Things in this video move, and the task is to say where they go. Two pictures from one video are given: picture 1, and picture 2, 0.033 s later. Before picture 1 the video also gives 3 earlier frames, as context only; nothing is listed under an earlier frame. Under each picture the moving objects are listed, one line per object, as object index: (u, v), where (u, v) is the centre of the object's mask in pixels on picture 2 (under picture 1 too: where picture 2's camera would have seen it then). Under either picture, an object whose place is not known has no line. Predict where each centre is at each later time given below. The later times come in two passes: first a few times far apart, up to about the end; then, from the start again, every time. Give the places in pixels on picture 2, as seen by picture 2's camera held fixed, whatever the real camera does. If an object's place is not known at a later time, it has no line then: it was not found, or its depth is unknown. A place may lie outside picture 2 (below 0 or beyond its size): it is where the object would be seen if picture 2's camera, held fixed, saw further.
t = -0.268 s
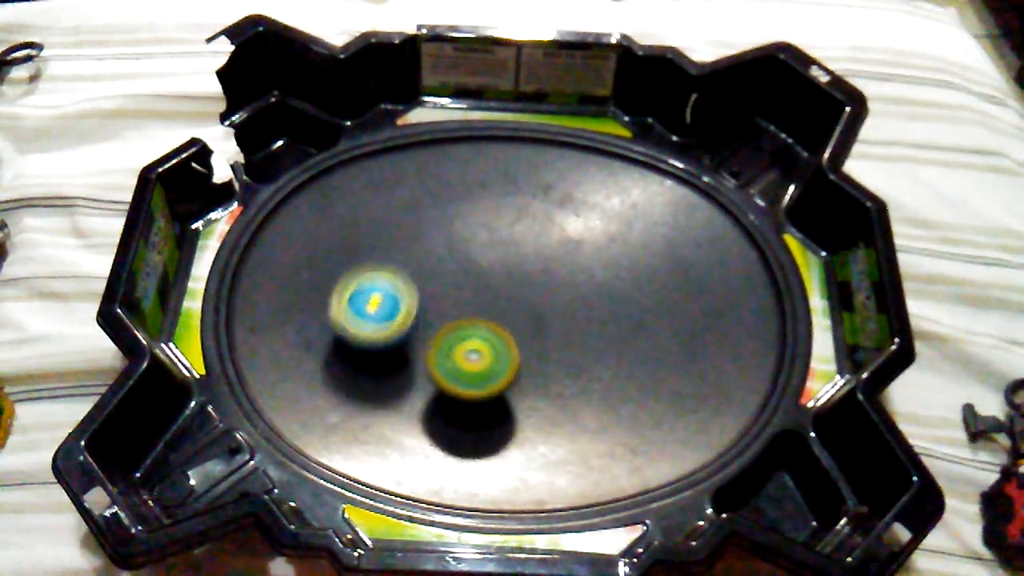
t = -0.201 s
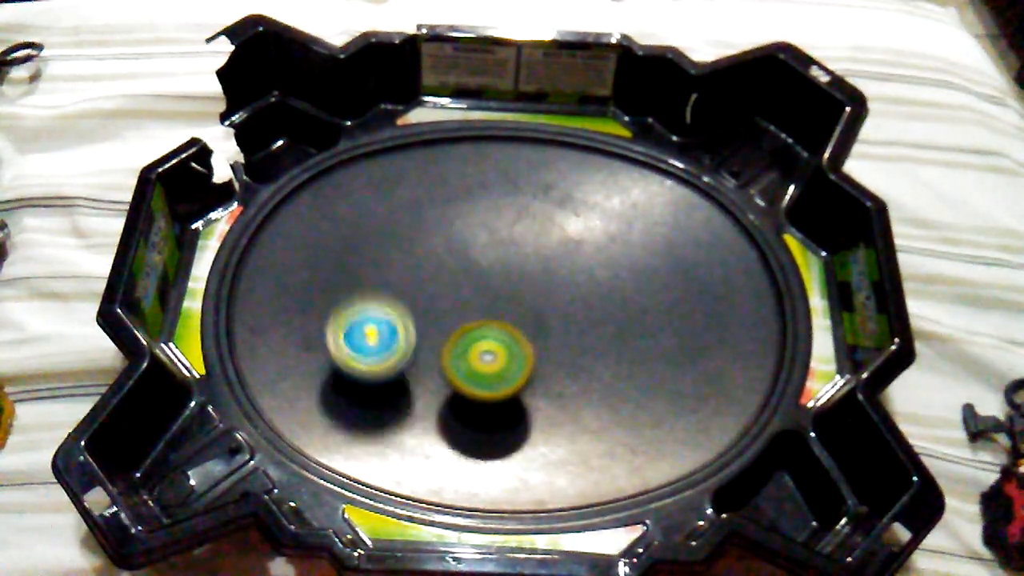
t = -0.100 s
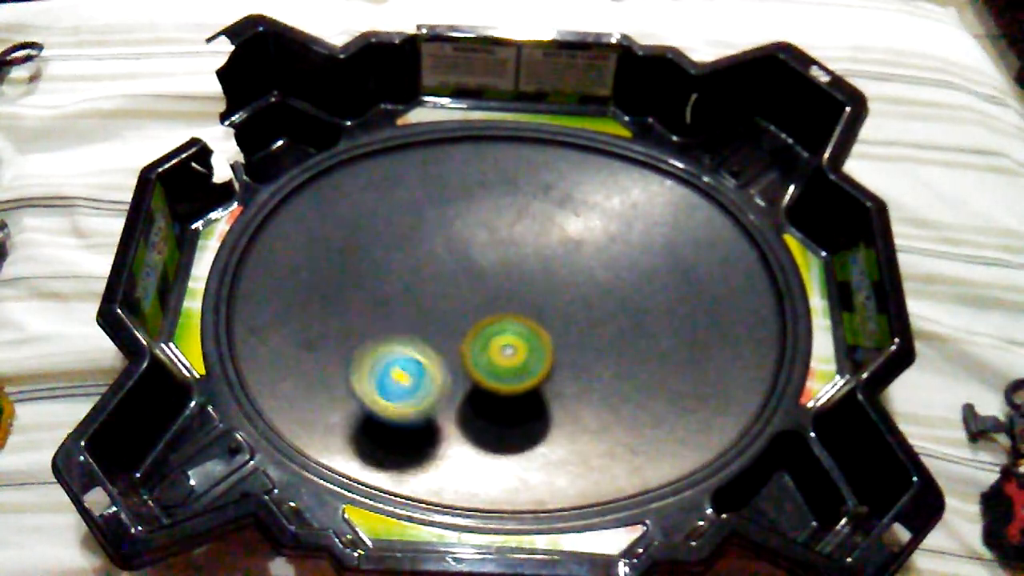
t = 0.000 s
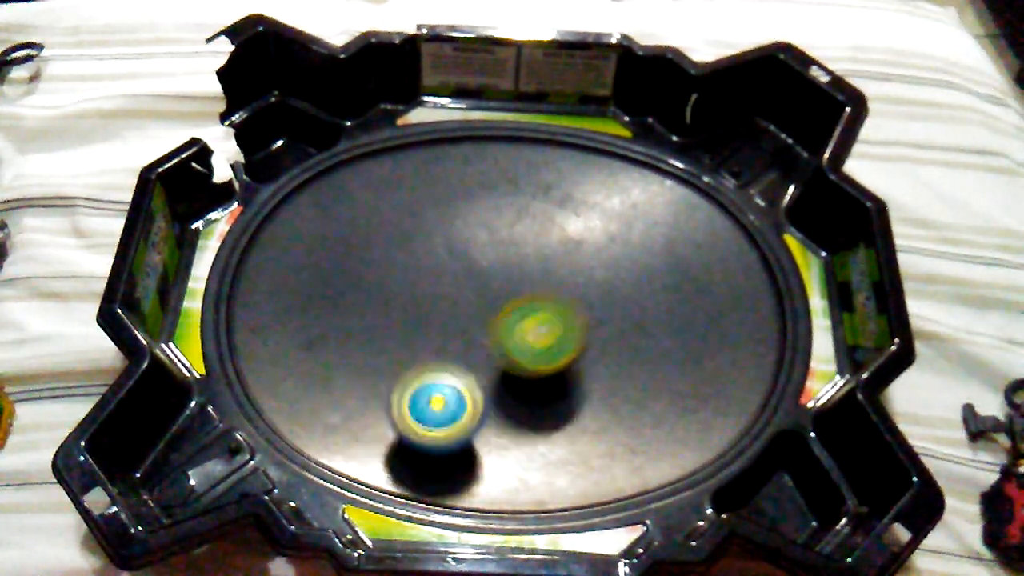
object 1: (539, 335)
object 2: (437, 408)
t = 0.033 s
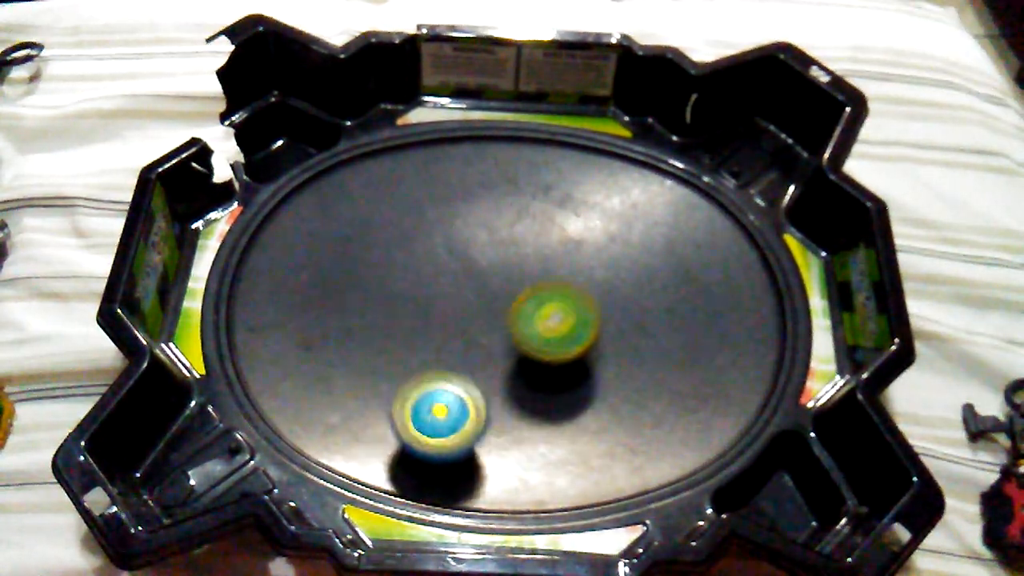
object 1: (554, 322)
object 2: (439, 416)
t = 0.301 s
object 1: (570, 255)
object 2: (541, 383)
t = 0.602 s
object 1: (525, 222)
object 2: (474, 302)
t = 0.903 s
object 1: (492, 270)
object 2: (364, 338)
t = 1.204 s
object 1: (553, 293)
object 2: (432, 408)
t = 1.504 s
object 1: (610, 252)
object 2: (502, 340)
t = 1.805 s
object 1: (588, 278)
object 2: (432, 249)
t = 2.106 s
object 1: (541, 339)
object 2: (370, 309)
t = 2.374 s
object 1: (554, 401)
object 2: (418, 308)
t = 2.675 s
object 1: (577, 385)
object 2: (403, 277)
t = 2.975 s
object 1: (551, 333)
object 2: (423, 278)
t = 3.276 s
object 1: (552, 299)
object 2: (358, 279)
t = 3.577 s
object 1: (544, 298)
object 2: (450, 322)
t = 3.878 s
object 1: (634, 283)
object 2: (385, 346)
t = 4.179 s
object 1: (625, 299)
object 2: (451, 337)
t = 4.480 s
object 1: (536, 333)
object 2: (473, 260)
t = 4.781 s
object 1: (443, 339)
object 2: (445, 259)
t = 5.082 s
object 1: (379, 344)
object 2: (480, 261)
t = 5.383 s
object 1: (390, 312)
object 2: (557, 299)
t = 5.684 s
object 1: (457, 289)
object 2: (590, 306)
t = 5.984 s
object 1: (479, 276)
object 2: (578, 341)
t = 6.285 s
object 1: (483, 286)
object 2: (538, 359)
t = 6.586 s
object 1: (469, 290)
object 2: (515, 374)
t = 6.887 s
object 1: (431, 269)
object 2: (484, 354)
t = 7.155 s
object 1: (419, 266)
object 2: (476, 341)
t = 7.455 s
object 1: (447, 287)
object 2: (516, 352)
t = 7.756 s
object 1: (451, 283)
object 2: (600, 353)
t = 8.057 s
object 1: (466, 304)
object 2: (575, 301)
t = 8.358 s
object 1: (413, 316)
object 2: (520, 285)
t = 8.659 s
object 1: (362, 304)
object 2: (500, 311)
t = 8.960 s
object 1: (383, 288)
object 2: (517, 355)
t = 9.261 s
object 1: (424, 332)
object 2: (542, 339)
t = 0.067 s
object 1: (565, 311)
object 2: (445, 422)
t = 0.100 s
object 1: (573, 301)
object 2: (456, 425)
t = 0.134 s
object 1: (577, 292)
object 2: (469, 426)
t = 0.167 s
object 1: (578, 282)
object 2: (484, 425)
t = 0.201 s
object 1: (578, 274)
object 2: (501, 419)
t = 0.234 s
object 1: (576, 267)
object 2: (516, 411)
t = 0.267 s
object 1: (573, 260)
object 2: (531, 398)
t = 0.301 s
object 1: (570, 255)
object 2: (541, 383)
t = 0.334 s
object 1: (565, 251)
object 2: (547, 365)
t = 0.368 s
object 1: (561, 249)
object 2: (549, 348)
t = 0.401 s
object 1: (557, 247)
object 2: (547, 331)
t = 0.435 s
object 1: (554, 237)
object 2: (541, 323)
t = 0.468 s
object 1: (549, 229)
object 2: (532, 318)
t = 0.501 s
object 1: (544, 224)
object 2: (520, 313)
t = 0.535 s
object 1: (538, 222)
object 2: (507, 309)
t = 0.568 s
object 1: (531, 222)
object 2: (490, 305)
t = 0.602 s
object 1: (525, 222)
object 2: (474, 302)
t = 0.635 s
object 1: (519, 224)
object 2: (456, 299)
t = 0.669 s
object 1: (513, 227)
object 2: (440, 298)
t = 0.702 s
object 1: (509, 231)
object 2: (425, 298)
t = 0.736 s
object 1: (505, 235)
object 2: (408, 301)
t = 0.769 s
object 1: (502, 241)
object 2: (396, 305)
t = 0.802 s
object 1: (498, 248)
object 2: (382, 311)
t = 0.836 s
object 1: (495, 255)
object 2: (374, 319)
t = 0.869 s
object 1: (494, 262)
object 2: (367, 329)
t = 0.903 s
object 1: (492, 270)
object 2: (364, 338)
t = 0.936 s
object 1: (491, 277)
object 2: (365, 350)
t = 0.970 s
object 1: (492, 284)
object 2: (370, 360)
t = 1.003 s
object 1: (492, 291)
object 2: (381, 370)
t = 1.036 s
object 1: (494, 298)
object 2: (394, 377)
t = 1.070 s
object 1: (495, 305)
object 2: (412, 381)
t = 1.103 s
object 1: (496, 312)
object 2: (431, 382)
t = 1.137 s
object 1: (507, 311)
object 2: (438, 387)
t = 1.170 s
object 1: (532, 300)
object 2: (433, 400)
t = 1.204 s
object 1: (553, 293)
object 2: (432, 408)
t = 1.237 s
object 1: (566, 285)
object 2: (435, 413)
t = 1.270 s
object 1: (577, 279)
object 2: (443, 413)
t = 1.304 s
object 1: (586, 273)
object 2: (454, 412)
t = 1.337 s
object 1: (593, 268)
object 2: (467, 406)
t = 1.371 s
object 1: (598, 263)
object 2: (479, 397)
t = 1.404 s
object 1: (603, 259)
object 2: (488, 385)
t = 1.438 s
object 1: (606, 256)
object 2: (496, 371)
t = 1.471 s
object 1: (609, 254)
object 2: (500, 356)
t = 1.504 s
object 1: (610, 252)
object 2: (502, 340)
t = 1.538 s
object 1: (610, 252)
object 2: (502, 325)
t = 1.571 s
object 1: (609, 252)
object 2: (499, 313)
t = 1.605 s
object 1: (608, 253)
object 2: (493, 299)
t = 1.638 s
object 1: (606, 255)
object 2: (486, 287)
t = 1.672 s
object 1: (603, 258)
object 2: (478, 275)
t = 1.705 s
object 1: (600, 262)
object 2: (468, 266)
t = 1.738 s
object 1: (597, 267)
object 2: (456, 258)
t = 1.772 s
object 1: (593, 272)
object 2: (445, 252)
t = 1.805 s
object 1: (588, 278)
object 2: (432, 249)
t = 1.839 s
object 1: (584, 284)
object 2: (420, 247)
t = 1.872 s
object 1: (579, 291)
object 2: (407, 247)
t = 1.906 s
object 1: (574, 298)
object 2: (395, 250)
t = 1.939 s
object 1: (569, 305)
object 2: (385, 255)
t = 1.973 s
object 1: (563, 312)
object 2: (374, 263)
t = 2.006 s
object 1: (558, 319)
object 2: (367, 273)
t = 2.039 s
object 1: (553, 326)
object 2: (364, 284)
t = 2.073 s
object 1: (547, 333)
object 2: (365, 297)
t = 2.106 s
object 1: (541, 339)
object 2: (370, 309)
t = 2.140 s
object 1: (534, 346)
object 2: (380, 320)
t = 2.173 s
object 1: (528, 353)
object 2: (393, 329)
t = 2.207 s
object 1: (521, 359)
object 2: (410, 336)
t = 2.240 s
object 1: (520, 367)
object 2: (421, 338)
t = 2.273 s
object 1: (533, 380)
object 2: (421, 330)
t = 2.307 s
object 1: (541, 389)
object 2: (419, 322)
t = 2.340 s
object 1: (548, 396)
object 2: (418, 316)
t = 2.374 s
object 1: (554, 401)
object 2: (418, 308)
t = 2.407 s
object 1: (561, 406)
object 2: (417, 303)
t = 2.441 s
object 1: (567, 409)
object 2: (415, 297)
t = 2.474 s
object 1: (573, 410)
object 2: (413, 292)
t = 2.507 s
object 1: (578, 409)
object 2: (411, 288)
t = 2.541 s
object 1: (581, 407)
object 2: (409, 284)
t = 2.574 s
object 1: (583, 403)
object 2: (407, 280)
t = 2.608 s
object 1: (583, 398)
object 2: (405, 278)
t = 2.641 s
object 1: (581, 392)
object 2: (404, 277)
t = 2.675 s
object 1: (577, 385)
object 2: (403, 277)
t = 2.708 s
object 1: (573, 378)
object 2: (403, 279)
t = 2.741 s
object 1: (568, 370)
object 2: (406, 283)
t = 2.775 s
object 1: (561, 362)
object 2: (411, 286)
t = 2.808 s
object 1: (554, 354)
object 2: (418, 291)
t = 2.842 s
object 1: (547, 346)
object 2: (426, 296)
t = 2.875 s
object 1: (539, 338)
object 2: (436, 298)
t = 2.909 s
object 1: (533, 331)
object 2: (444, 298)
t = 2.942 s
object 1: (543, 333)
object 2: (435, 288)
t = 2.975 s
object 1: (551, 333)
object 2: (423, 278)
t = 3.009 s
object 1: (555, 329)
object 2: (412, 269)
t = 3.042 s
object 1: (559, 324)
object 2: (402, 263)
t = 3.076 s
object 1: (561, 320)
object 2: (392, 259)
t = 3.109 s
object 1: (562, 316)
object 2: (382, 258)
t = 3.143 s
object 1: (563, 312)
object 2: (374, 258)
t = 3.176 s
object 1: (562, 308)
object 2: (367, 261)
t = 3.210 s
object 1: (559, 305)
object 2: (361, 265)
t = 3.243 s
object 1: (556, 302)
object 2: (358, 271)
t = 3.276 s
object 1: (552, 299)
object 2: (358, 279)
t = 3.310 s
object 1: (548, 297)
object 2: (362, 289)
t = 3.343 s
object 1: (544, 296)
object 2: (369, 298)
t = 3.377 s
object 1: (540, 296)
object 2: (381, 305)
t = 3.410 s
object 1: (536, 296)
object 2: (395, 311)
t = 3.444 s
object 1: (533, 296)
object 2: (412, 316)
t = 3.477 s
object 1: (529, 297)
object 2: (429, 319)
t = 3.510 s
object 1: (533, 297)
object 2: (438, 319)
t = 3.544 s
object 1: (539, 298)
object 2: (443, 322)
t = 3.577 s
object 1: (544, 298)
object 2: (450, 322)
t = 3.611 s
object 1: (552, 298)
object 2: (453, 322)
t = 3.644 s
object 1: (572, 296)
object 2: (440, 324)
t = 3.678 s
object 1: (586, 293)
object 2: (428, 326)
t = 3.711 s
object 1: (596, 289)
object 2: (416, 329)
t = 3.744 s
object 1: (605, 287)
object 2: (406, 332)
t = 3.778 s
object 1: (614, 285)
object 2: (399, 335)
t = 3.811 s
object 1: (622, 284)
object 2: (392, 339)
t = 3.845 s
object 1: (628, 283)
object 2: (388, 342)
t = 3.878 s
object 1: (634, 283)
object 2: (385, 346)
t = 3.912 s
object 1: (640, 283)
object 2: (384, 350)
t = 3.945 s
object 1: (643, 283)
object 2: (388, 354)
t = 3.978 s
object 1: (644, 284)
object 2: (393, 357)
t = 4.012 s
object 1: (645, 285)
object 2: (402, 358)
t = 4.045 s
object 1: (644, 287)
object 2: (410, 357)
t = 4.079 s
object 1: (641, 289)
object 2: (421, 354)
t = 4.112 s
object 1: (638, 291)
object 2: (431, 350)
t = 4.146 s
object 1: (632, 295)
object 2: (441, 345)
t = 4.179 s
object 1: (625, 299)
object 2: (451, 337)
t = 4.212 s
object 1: (617, 304)
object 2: (458, 329)
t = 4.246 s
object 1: (608, 308)
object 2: (466, 321)
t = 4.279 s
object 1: (599, 313)
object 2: (472, 313)
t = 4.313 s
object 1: (590, 316)
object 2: (476, 303)
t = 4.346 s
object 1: (580, 321)
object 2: (478, 295)
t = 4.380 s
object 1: (570, 324)
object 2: (479, 284)
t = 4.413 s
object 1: (559, 327)
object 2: (479, 275)
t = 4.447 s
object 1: (548, 330)
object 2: (477, 267)
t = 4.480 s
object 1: (536, 333)
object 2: (473, 260)
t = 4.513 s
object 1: (525, 335)
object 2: (469, 255)
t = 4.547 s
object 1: (514, 336)
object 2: (465, 252)
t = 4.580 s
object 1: (502, 336)
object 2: (461, 249)
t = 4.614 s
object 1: (492, 336)
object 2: (457, 249)
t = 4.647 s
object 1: (480, 335)
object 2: (453, 248)
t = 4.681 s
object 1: (470, 334)
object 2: (449, 253)
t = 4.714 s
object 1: (460, 336)
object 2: (447, 256)
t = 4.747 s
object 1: (452, 339)
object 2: (445, 257)
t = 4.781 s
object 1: (443, 339)
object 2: (445, 259)
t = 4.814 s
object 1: (432, 343)
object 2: (446, 261)
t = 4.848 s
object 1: (423, 346)
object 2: (449, 257)
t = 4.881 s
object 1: (415, 348)
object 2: (452, 253)
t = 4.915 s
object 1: (407, 349)
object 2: (456, 250)
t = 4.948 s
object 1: (400, 349)
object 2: (461, 250)
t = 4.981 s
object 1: (393, 348)
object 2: (464, 251)
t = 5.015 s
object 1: (387, 348)
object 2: (468, 252)
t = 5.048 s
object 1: (382, 346)
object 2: (473, 257)
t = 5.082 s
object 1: (379, 344)
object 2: (480, 261)
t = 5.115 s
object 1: (376, 341)
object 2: (487, 265)
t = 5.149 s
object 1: (375, 339)
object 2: (495, 271)
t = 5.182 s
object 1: (374, 336)
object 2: (503, 275)
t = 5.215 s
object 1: (375, 332)
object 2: (512, 278)
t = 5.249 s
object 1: (376, 328)
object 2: (519, 282)
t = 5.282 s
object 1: (379, 324)
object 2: (530, 289)
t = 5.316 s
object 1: (382, 320)
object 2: (540, 293)
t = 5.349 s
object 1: (386, 316)
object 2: (549, 296)
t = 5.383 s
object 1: (390, 312)
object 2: (557, 299)
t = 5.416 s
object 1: (396, 309)
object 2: (564, 301)
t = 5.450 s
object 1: (402, 305)
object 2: (570, 304)
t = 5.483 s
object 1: (409, 301)
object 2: (577, 306)
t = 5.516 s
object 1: (417, 298)
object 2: (582, 308)
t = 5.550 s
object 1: (424, 295)
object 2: (587, 307)
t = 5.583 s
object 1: (432, 293)
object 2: (590, 308)
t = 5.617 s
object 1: (441, 291)
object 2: (593, 308)
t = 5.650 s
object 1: (449, 290)
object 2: (591, 308)
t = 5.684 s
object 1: (457, 289)
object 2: (590, 306)
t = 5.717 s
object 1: (466, 288)
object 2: (585, 307)
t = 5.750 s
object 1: (475, 288)
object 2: (578, 307)
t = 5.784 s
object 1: (481, 285)
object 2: (575, 309)
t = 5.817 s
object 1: (480, 281)
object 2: (577, 315)
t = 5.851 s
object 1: (479, 279)
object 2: (578, 321)
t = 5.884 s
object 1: (479, 277)
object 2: (579, 328)
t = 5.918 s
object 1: (479, 276)
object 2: (579, 332)
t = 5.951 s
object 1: (479, 276)
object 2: (578, 337)
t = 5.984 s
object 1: (479, 276)
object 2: (578, 341)
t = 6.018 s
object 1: (480, 277)
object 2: (576, 343)
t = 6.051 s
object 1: (480, 278)
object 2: (574, 343)
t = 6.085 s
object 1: (480, 279)
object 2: (571, 344)
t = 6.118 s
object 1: (481, 281)
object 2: (566, 345)
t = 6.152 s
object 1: (483, 283)
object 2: (558, 346)
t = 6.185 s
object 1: (484, 285)
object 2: (550, 347)
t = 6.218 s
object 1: (483, 285)
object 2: (545, 351)
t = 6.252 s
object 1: (483, 285)
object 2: (541, 355)
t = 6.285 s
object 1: (483, 286)
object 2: (538, 359)
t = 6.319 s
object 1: (482, 287)
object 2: (533, 363)
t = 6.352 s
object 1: (482, 289)
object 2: (530, 367)
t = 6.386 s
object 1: (482, 290)
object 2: (526, 370)
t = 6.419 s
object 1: (481, 291)
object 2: (523, 372)
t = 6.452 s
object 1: (480, 293)
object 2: (522, 373)
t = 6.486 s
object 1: (478, 294)
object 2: (519, 372)
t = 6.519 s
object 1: (476, 293)
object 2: (519, 373)
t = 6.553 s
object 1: (473, 291)
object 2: (517, 374)
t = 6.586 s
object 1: (469, 290)
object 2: (515, 374)
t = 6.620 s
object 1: (465, 289)
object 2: (512, 371)
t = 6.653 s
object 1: (462, 291)
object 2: (509, 367)
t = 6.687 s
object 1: (458, 290)
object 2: (507, 364)
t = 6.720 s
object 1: (454, 286)
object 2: (503, 363)
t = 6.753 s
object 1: (449, 283)
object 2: (499, 361)
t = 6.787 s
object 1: (444, 280)
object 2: (494, 356)
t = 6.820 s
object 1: (440, 277)
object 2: (489, 353)
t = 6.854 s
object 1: (435, 272)
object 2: (486, 352)
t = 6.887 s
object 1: (431, 269)
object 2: (484, 354)
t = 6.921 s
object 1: (427, 265)
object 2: (483, 354)
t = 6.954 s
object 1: (423, 262)
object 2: (481, 354)
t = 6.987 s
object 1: (420, 261)
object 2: (481, 353)
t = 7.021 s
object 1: (418, 260)
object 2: (479, 353)
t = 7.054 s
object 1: (417, 260)
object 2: (479, 350)
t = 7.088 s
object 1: (417, 261)
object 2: (478, 348)
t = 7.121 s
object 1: (418, 263)
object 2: (476, 344)
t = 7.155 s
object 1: (419, 266)
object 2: (476, 341)
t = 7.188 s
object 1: (421, 268)
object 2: (474, 339)
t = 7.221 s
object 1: (422, 269)
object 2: (475, 341)
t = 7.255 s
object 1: (424, 270)
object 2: (478, 342)
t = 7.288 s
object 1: (427, 272)
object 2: (482, 344)
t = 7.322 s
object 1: (430, 276)
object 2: (487, 346)
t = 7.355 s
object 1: (434, 278)
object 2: (493, 347)
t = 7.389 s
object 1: (438, 280)
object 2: (500, 350)
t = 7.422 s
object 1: (443, 283)
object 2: (508, 351)
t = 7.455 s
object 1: (447, 287)
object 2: (516, 352)
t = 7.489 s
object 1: (452, 290)
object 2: (522, 352)
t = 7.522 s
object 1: (456, 294)
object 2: (529, 351)
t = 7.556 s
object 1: (457, 292)
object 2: (542, 355)
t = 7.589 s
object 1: (456, 287)
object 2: (556, 359)
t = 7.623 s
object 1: (453, 285)
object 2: (567, 361)
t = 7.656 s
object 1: (452, 284)
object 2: (577, 360)
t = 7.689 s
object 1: (451, 282)
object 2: (585, 359)
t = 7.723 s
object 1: (451, 283)
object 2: (593, 357)
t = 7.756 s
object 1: (451, 283)
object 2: (600, 353)
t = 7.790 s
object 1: (451, 284)
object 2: (606, 349)
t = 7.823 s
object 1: (451, 285)
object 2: (609, 344)
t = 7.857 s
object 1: (452, 287)
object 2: (611, 337)
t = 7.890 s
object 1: (453, 289)
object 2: (611, 330)
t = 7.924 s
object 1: (456, 293)
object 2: (607, 323)
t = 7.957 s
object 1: (458, 295)
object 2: (602, 316)
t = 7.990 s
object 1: (461, 299)
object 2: (594, 309)
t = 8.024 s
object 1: (464, 302)
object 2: (584, 305)
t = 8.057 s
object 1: (466, 304)
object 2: (575, 301)
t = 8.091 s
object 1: (468, 307)
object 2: (565, 297)
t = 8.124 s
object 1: (458, 309)
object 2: (566, 295)
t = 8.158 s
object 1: (447, 311)
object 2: (565, 292)
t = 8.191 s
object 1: (441, 312)
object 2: (560, 290)
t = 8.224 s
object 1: (436, 313)
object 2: (552, 287)
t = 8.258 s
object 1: (430, 315)
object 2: (546, 285)
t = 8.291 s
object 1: (423, 315)
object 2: (536, 283)
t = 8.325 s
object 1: (418, 316)
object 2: (527, 283)
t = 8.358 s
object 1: (413, 316)
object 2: (520, 285)
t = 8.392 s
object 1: (407, 315)
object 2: (511, 286)
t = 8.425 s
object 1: (404, 315)
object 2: (503, 286)
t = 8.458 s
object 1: (400, 313)
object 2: (497, 288)
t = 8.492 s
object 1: (397, 312)
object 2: (489, 290)
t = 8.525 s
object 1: (383, 308)
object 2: (492, 293)
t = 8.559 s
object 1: (371, 307)
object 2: (497, 297)
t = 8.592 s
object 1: (366, 304)
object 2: (498, 300)
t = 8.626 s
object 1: (365, 304)
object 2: (500, 306)
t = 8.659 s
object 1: (362, 304)
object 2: (500, 311)
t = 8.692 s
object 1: (358, 300)
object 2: (500, 316)
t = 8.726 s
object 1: (358, 294)
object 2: (501, 321)
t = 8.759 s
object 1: (359, 292)
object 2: (501, 327)
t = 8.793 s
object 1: (361, 291)
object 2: (501, 333)
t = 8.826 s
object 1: (362, 288)
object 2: (503, 337)
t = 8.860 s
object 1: (366, 286)
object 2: (506, 342)
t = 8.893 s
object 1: (373, 285)
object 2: (509, 346)
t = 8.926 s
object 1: (378, 287)
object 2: (512, 351)
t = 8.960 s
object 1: (383, 288)
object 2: (517, 355)
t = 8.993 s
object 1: (389, 290)
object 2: (520, 357)
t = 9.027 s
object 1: (395, 293)
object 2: (525, 359)
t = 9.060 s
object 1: (401, 299)
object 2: (529, 359)
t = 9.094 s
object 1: (405, 303)
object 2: (533, 360)
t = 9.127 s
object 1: (409, 309)
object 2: (538, 357)
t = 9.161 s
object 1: (414, 314)
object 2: (539, 354)
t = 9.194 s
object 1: (418, 320)
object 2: (542, 349)
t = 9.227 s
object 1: (422, 326)
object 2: (542, 344)
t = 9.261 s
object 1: (424, 332)
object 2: (542, 339)
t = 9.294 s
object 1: (425, 338)
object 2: (539, 333)
